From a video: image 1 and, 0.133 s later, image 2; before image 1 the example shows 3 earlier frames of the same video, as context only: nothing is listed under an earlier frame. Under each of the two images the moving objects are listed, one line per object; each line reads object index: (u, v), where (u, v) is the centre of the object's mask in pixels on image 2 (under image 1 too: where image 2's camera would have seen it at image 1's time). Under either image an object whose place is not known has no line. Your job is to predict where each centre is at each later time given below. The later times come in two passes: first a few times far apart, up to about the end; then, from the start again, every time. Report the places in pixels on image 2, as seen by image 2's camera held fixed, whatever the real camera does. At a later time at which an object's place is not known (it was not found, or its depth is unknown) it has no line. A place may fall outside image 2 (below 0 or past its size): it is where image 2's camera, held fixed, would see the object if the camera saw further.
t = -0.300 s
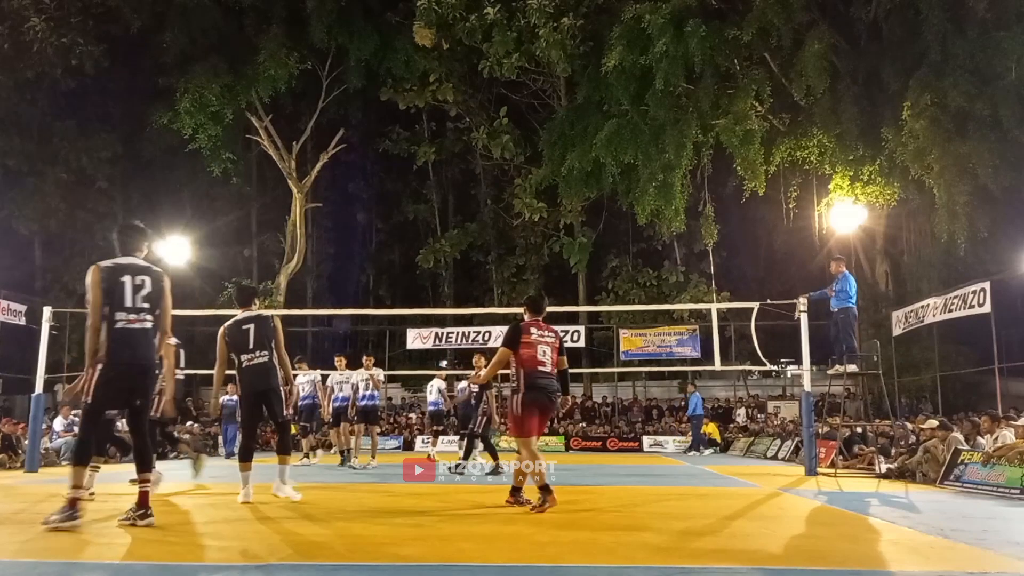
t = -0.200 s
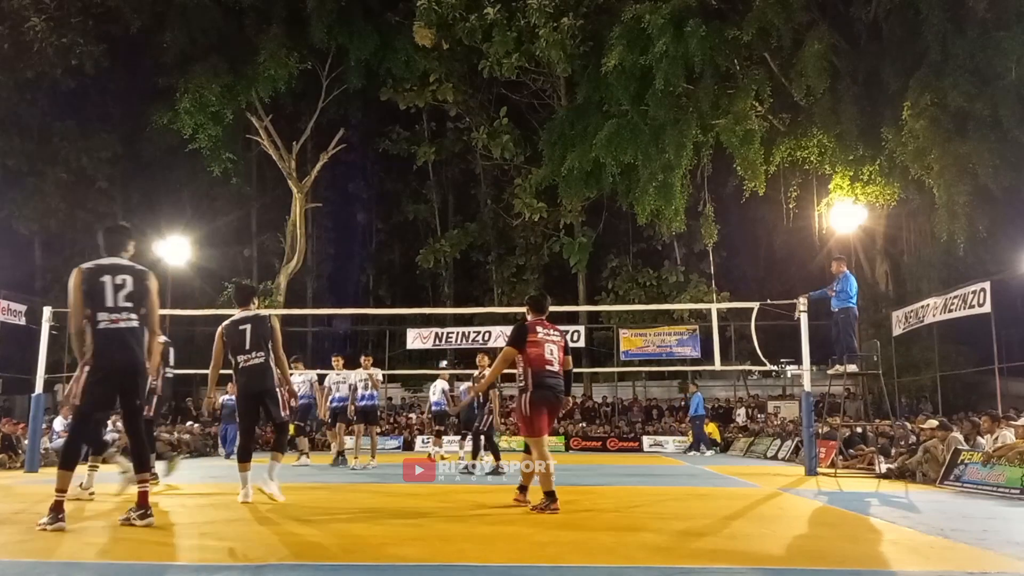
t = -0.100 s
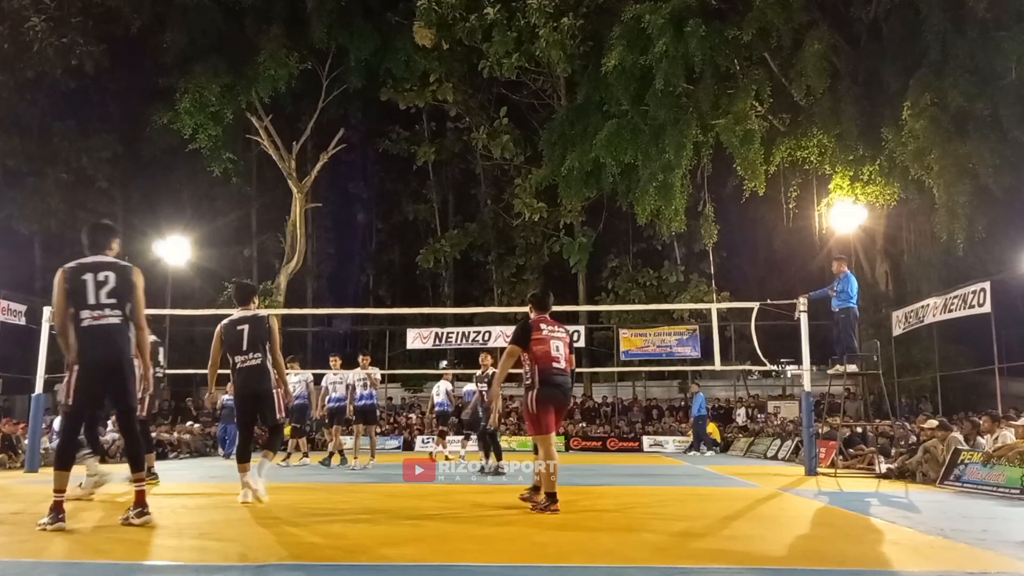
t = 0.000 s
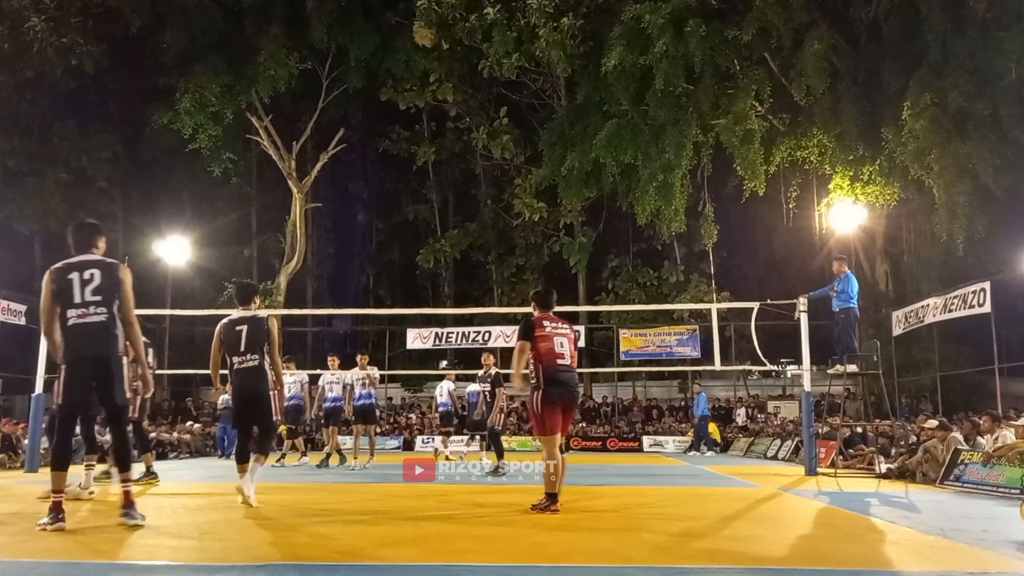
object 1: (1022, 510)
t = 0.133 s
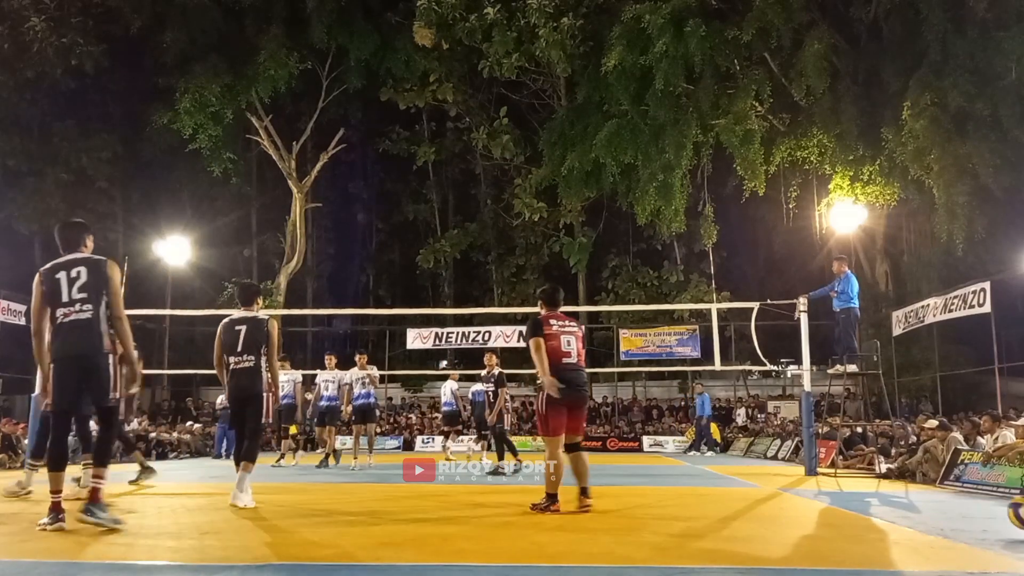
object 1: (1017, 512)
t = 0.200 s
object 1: (1014, 510)
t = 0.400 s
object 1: (1003, 512)
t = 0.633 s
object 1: (984, 515)
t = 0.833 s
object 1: (968, 515)
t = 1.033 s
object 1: (953, 515)
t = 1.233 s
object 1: (939, 514)
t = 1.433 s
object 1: (925, 513)
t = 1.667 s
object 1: (911, 512)
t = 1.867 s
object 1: (898, 511)
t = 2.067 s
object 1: (888, 510)
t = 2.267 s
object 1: (878, 509)
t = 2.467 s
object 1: (870, 508)
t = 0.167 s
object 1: (1015, 510)
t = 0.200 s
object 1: (1014, 510)
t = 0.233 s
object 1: (1013, 512)
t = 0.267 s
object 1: (1011, 515)
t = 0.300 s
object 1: (1009, 519)
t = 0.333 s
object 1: (1007, 515)
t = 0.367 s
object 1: (1005, 513)
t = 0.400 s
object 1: (1003, 512)
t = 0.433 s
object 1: (1001, 513)
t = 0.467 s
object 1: (998, 516)
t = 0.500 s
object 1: (996, 518)
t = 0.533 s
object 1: (993, 515)
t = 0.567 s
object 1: (990, 513)
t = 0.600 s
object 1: (987, 513)
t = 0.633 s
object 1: (984, 515)
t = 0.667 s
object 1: (981, 517)
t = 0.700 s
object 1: (979, 514)
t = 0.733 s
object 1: (976, 513)
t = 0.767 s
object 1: (973, 514)
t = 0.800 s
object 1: (971, 516)
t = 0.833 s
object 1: (968, 515)
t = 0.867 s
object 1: (966, 514)
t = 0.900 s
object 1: (963, 514)
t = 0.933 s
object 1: (961, 516)
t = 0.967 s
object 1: (958, 514)
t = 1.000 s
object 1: (956, 514)
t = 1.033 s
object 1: (953, 515)
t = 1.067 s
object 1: (951, 514)
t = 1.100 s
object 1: (949, 514)
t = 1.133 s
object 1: (946, 514)
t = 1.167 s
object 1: (944, 513)
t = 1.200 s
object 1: (941, 514)
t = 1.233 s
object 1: (939, 514)
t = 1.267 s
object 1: (937, 514)
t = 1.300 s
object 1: (934, 514)
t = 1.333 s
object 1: (932, 513)
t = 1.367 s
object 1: (930, 513)
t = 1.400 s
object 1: (928, 513)
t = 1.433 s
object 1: (925, 513)
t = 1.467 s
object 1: (923, 512)
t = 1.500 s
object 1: (921, 512)
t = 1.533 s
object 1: (919, 512)
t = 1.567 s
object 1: (917, 512)
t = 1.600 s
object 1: (915, 512)
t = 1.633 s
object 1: (913, 512)
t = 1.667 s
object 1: (911, 512)
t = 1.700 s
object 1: (909, 511)
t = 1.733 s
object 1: (906, 511)
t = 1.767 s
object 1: (904, 511)
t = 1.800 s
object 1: (902, 511)
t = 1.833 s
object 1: (901, 511)
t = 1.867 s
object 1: (898, 511)
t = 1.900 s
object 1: (896, 511)
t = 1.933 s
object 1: (895, 510)
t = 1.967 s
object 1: (893, 510)
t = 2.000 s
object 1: (891, 510)
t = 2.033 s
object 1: (889, 510)
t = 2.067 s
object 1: (888, 510)
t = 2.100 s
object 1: (886, 509)
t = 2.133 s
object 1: (884, 509)
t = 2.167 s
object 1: (882, 509)
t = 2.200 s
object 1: (881, 509)
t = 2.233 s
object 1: (879, 509)
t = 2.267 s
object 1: (878, 509)
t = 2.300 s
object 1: (877, 508)
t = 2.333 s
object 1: (875, 508)
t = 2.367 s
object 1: (874, 508)
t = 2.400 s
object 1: (873, 508)
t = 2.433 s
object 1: (872, 508)
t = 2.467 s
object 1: (870, 508)
